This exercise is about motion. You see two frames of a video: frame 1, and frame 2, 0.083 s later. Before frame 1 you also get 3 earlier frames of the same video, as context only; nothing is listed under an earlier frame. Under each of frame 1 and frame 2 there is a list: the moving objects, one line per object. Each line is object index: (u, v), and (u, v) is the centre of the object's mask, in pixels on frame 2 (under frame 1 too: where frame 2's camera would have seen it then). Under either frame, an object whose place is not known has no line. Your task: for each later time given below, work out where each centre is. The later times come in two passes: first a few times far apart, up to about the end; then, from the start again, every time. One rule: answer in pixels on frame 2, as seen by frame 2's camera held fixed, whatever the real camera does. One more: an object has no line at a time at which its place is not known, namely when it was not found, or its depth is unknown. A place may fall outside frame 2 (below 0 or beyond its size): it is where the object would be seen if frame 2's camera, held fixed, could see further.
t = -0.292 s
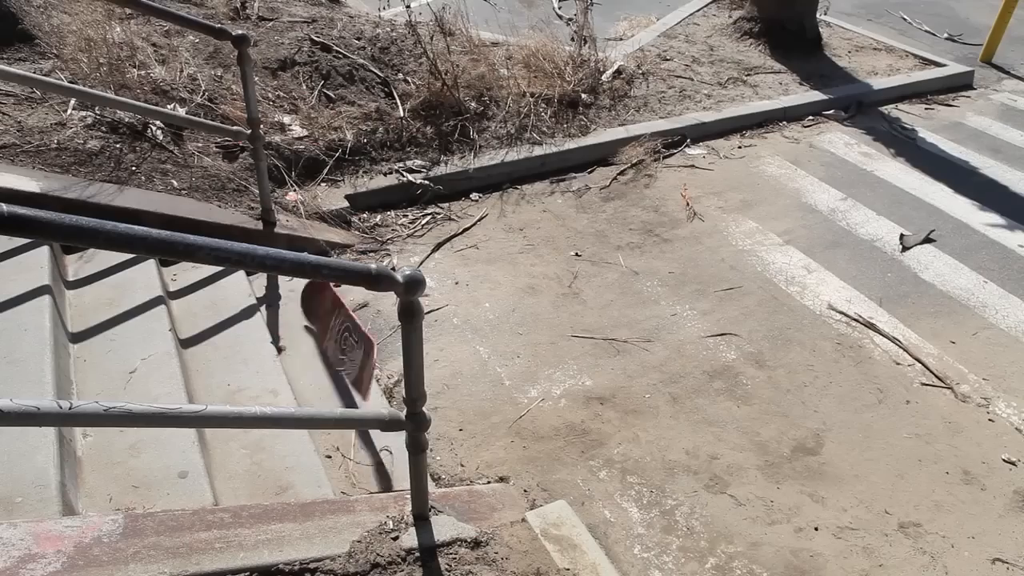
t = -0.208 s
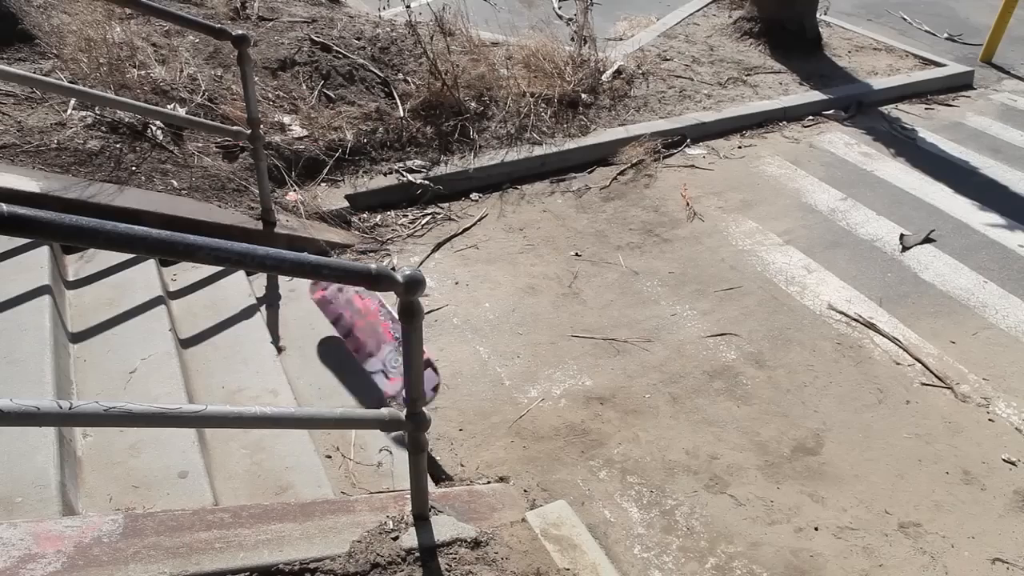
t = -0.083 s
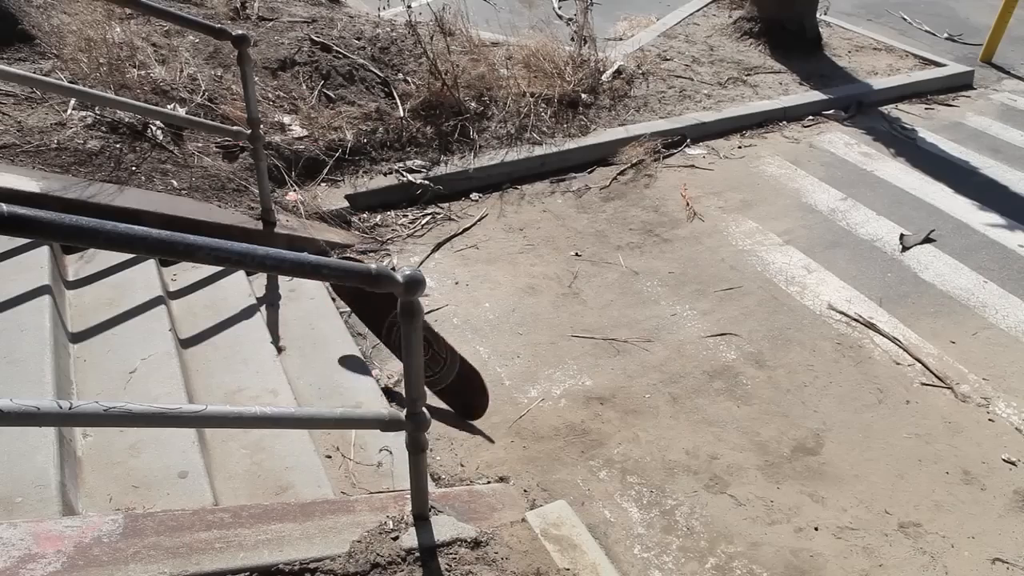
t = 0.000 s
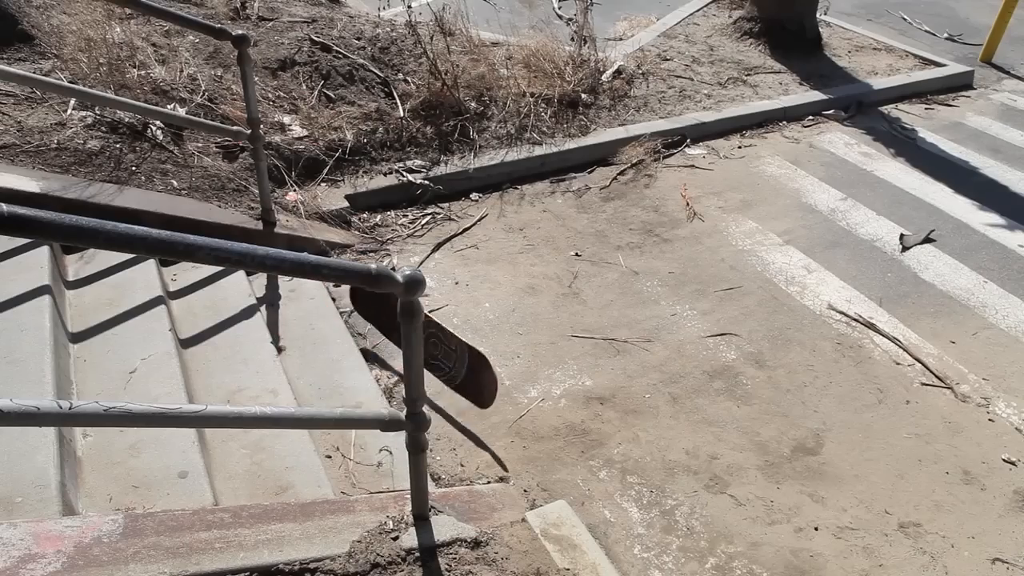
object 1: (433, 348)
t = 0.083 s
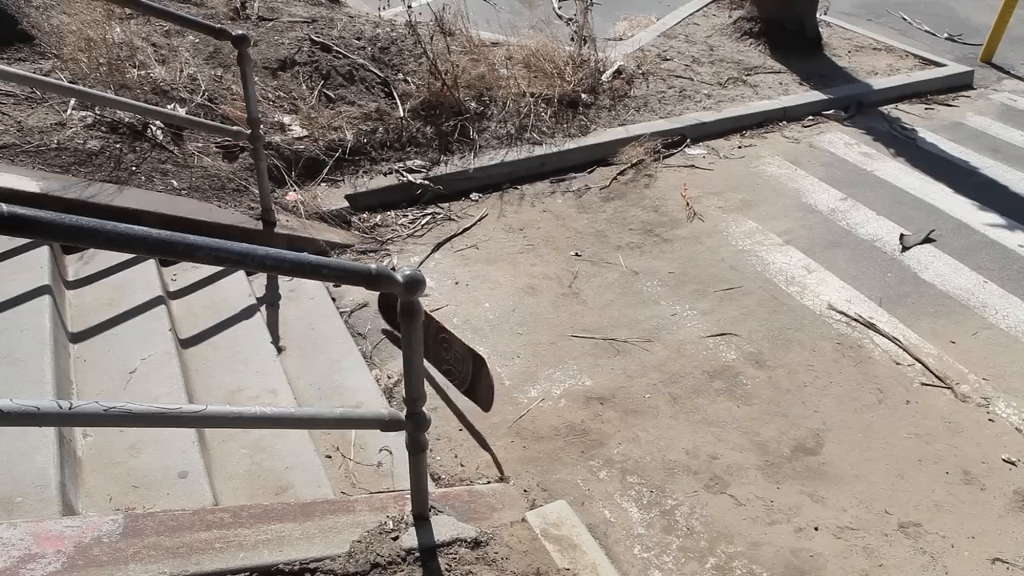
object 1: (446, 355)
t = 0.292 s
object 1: (471, 355)
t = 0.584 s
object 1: (482, 368)
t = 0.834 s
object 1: (482, 368)
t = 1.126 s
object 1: (482, 368)
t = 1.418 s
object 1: (482, 368)
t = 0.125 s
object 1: (455, 363)
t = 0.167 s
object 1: (456, 360)
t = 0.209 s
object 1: (460, 354)
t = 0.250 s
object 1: (465, 352)
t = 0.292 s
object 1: (471, 355)
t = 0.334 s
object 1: (477, 361)
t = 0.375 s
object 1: (481, 367)
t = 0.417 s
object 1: (480, 360)
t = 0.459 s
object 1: (481, 360)
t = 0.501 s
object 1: (482, 368)
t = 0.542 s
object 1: (482, 368)
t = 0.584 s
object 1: (482, 368)
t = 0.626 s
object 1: (481, 368)
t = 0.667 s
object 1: (482, 368)
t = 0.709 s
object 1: (482, 368)
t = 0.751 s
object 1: (482, 368)
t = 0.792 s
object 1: (482, 368)
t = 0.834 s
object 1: (482, 368)
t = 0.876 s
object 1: (482, 368)
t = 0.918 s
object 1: (482, 368)
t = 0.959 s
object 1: (482, 368)
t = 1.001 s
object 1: (482, 368)
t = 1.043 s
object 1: (482, 368)
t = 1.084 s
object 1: (482, 368)
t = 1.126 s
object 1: (482, 368)
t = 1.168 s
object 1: (482, 368)
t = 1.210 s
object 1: (482, 368)
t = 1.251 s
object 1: (482, 367)
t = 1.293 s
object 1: (482, 368)
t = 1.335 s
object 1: (482, 368)
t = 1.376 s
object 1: (482, 367)
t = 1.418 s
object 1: (482, 368)
